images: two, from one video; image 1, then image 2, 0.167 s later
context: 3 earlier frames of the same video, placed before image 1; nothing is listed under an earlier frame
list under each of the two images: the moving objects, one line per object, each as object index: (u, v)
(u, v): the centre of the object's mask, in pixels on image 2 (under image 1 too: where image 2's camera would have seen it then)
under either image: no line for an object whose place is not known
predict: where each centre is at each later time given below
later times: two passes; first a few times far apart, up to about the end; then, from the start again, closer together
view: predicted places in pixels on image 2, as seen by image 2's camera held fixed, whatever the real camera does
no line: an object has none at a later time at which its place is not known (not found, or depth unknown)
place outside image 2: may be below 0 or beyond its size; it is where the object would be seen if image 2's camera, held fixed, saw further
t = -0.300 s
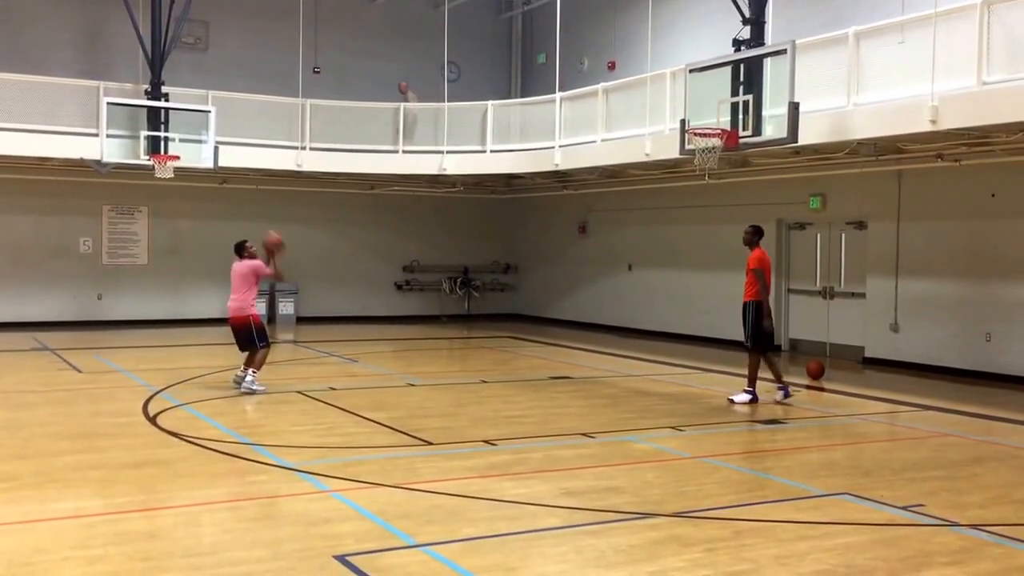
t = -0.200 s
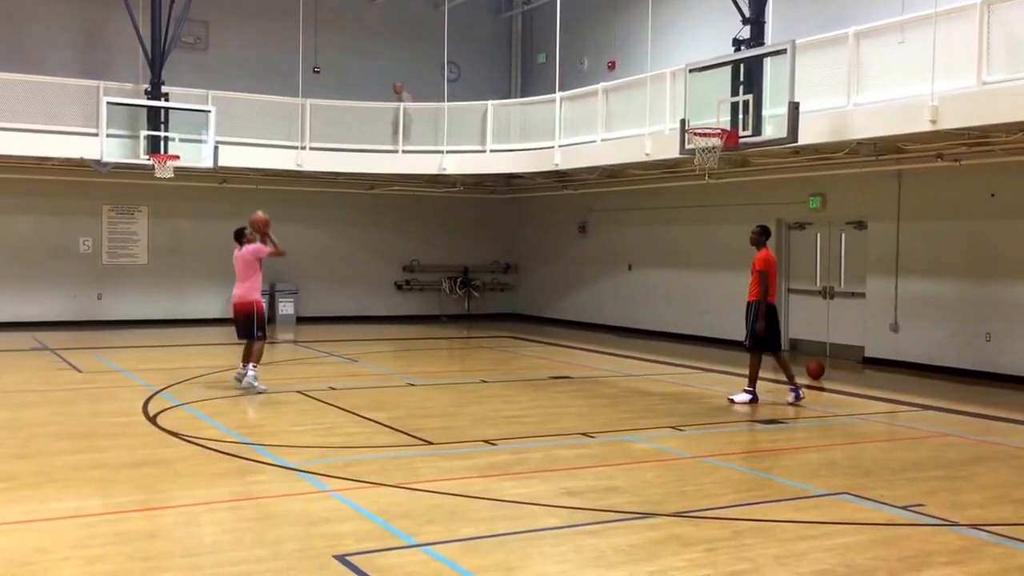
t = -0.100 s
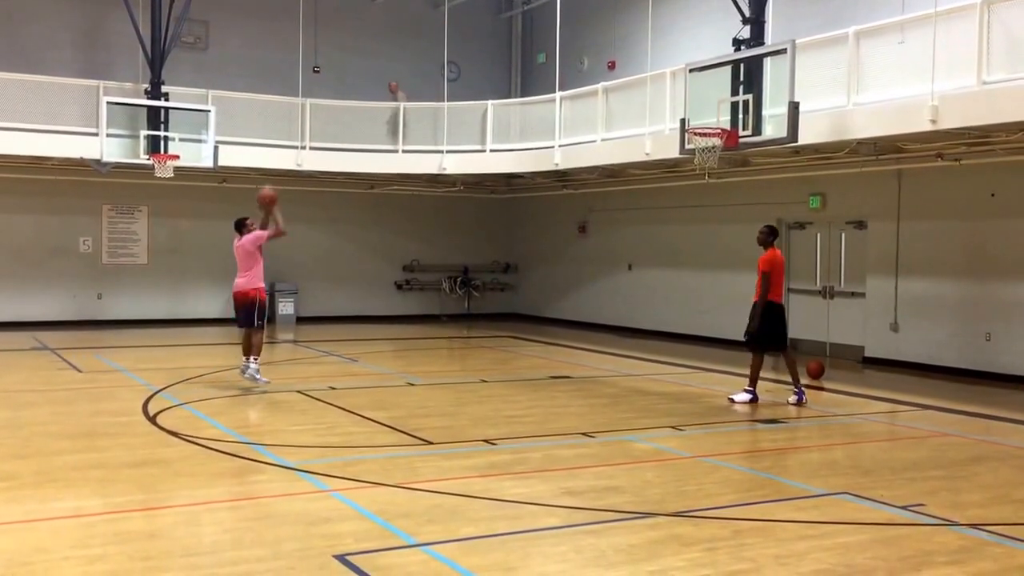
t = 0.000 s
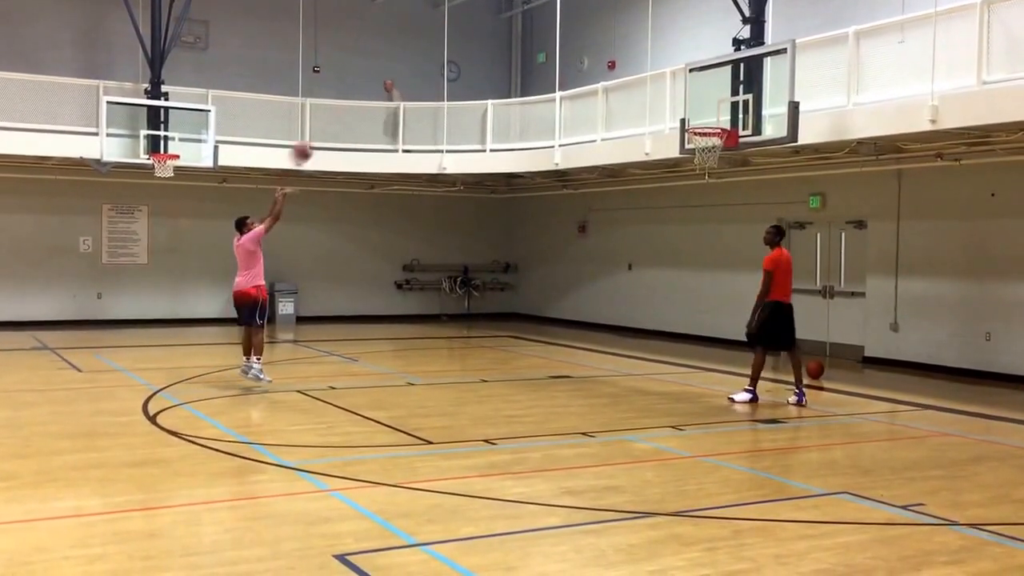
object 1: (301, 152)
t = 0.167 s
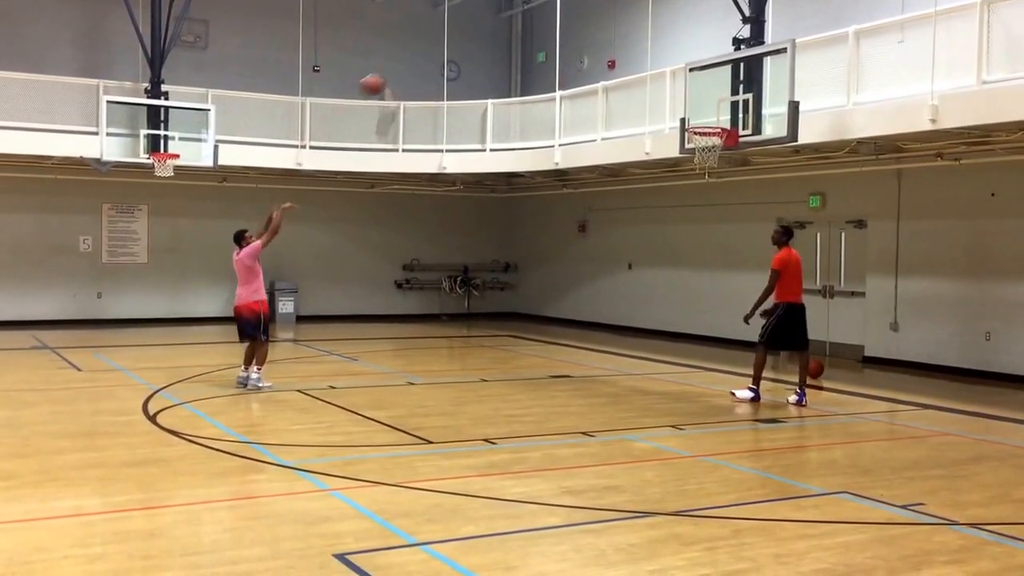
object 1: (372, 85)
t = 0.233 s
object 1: (399, 65)
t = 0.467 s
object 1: (492, 27)
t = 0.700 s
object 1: (587, 37)
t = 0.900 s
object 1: (666, 82)
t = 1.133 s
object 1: (699, 158)
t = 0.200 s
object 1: (384, 76)
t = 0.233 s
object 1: (399, 65)
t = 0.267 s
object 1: (413, 57)
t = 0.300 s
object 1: (425, 50)
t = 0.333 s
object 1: (439, 43)
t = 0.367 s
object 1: (454, 38)
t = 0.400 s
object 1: (467, 33)
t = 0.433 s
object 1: (479, 30)
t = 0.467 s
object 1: (492, 27)
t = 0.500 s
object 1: (506, 26)
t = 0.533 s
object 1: (520, 24)
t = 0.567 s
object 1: (535, 26)
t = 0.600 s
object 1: (547, 27)
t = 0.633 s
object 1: (561, 29)
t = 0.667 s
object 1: (574, 32)
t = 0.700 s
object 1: (587, 37)
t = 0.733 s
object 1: (600, 42)
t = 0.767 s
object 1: (614, 48)
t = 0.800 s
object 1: (627, 55)
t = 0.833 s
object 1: (640, 62)
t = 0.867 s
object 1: (653, 72)
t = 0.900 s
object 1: (666, 82)
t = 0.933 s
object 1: (679, 92)
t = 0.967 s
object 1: (692, 104)
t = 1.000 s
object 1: (705, 116)
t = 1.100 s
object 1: (706, 149)
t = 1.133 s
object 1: (699, 158)
